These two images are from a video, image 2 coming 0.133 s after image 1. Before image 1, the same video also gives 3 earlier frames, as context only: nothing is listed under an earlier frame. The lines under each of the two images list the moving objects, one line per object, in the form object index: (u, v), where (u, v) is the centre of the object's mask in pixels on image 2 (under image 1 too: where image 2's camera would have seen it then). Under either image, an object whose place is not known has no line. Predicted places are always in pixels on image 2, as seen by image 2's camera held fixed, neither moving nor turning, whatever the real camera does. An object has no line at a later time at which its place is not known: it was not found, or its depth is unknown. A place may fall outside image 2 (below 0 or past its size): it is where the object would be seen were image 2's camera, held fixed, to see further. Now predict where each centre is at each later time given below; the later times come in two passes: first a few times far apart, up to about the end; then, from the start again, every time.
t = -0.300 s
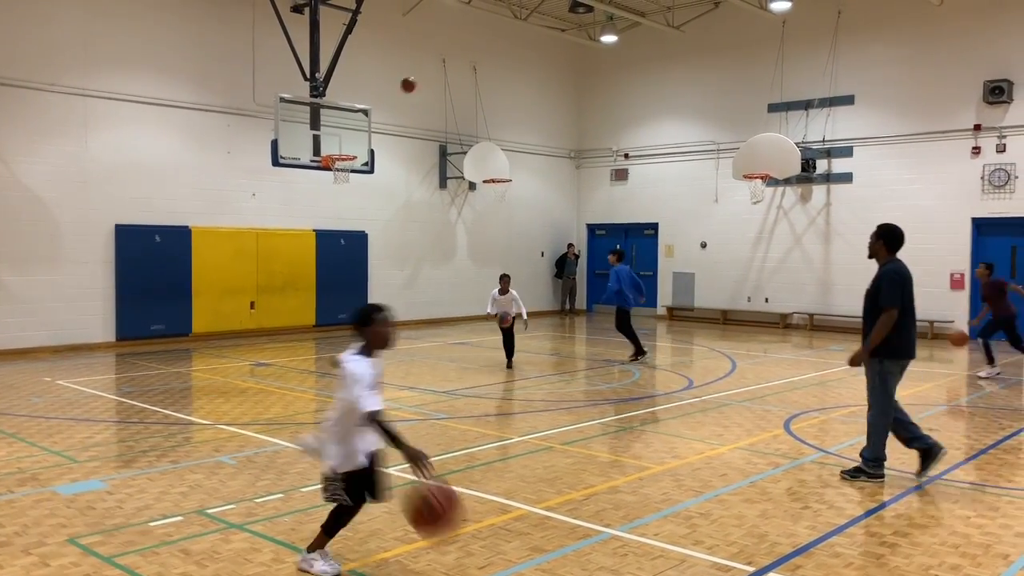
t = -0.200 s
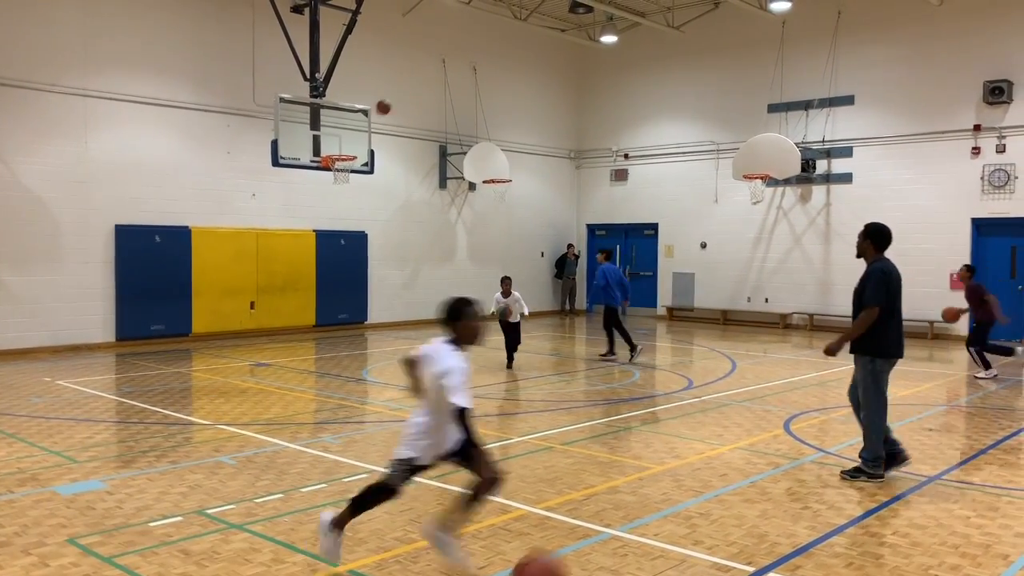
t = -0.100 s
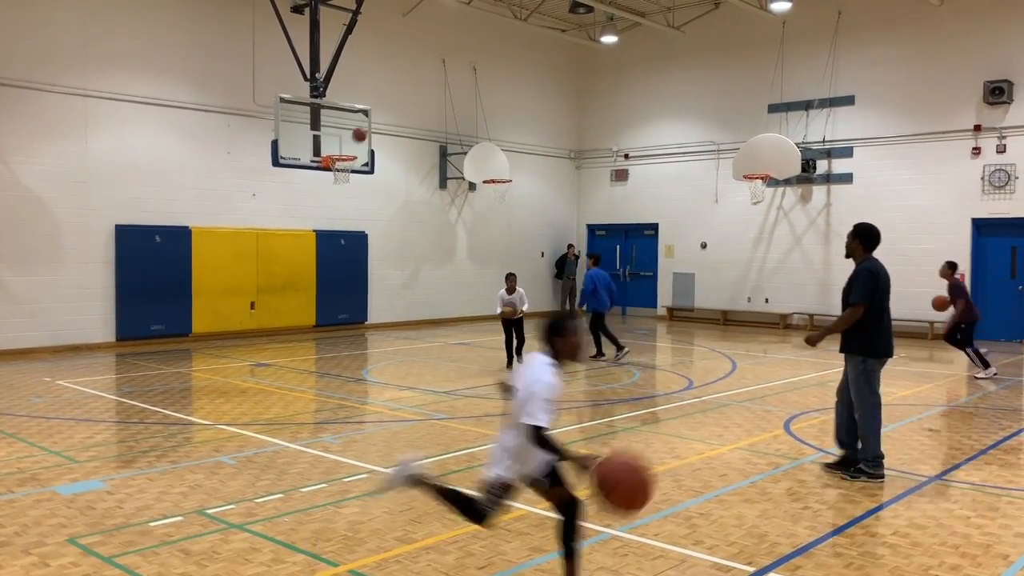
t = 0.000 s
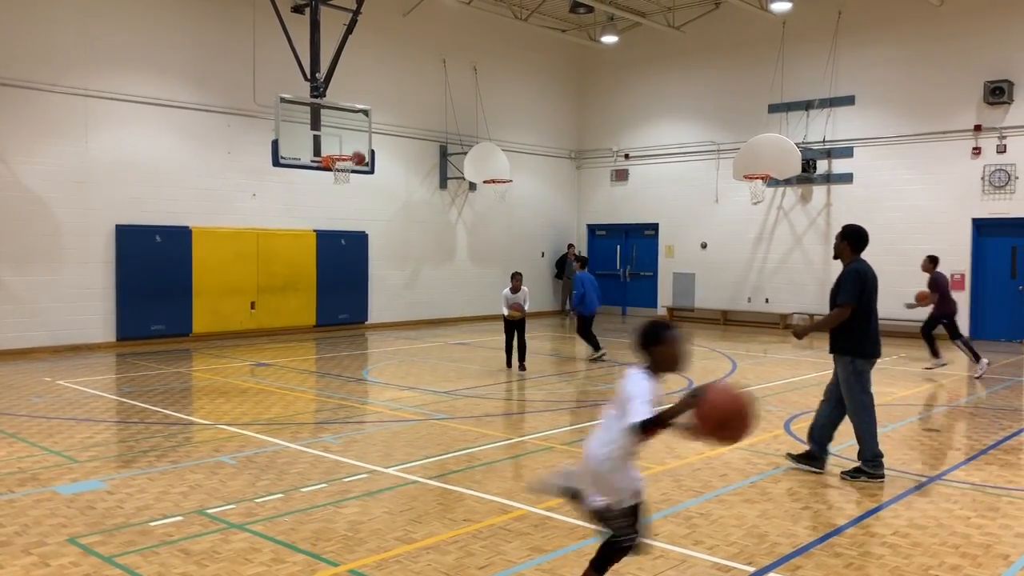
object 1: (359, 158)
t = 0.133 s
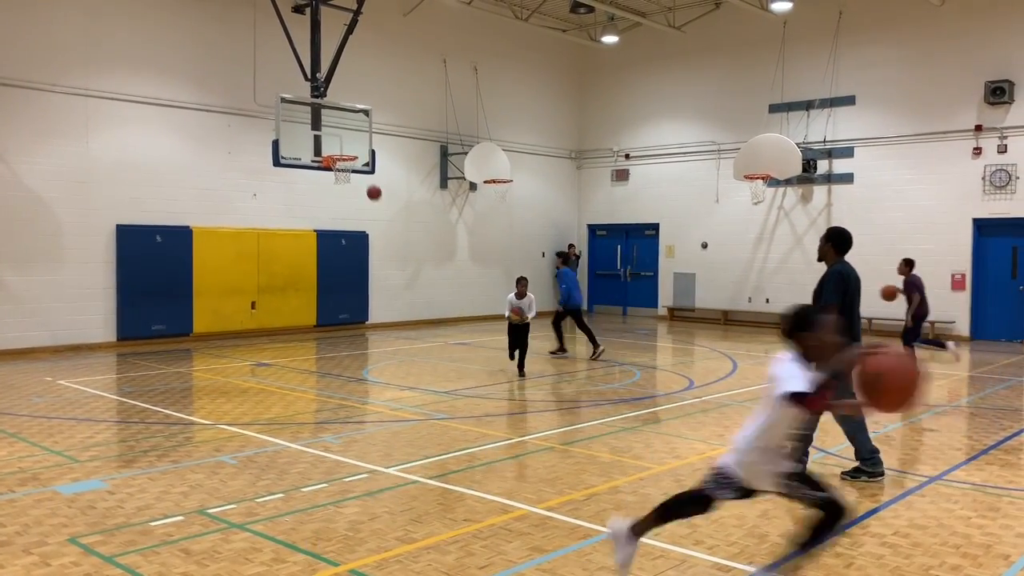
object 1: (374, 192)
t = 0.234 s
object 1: (385, 225)
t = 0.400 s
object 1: (404, 296)
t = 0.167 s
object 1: (377, 203)
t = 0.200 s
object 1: (381, 214)
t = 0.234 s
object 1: (385, 225)
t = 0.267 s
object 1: (389, 237)
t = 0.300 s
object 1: (393, 251)
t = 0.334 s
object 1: (397, 265)
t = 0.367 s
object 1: (400, 280)
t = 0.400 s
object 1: (404, 296)
